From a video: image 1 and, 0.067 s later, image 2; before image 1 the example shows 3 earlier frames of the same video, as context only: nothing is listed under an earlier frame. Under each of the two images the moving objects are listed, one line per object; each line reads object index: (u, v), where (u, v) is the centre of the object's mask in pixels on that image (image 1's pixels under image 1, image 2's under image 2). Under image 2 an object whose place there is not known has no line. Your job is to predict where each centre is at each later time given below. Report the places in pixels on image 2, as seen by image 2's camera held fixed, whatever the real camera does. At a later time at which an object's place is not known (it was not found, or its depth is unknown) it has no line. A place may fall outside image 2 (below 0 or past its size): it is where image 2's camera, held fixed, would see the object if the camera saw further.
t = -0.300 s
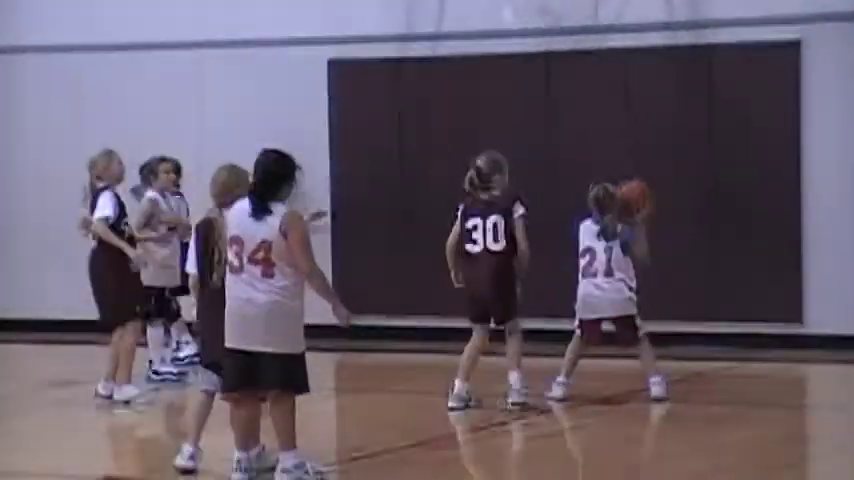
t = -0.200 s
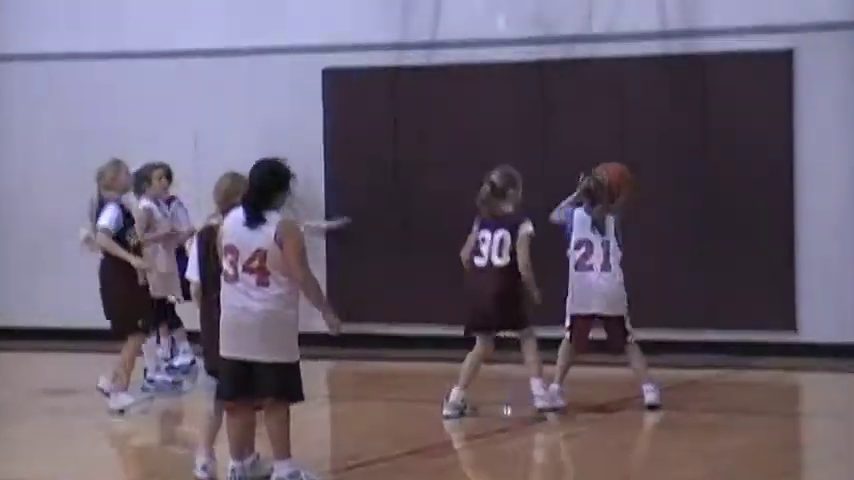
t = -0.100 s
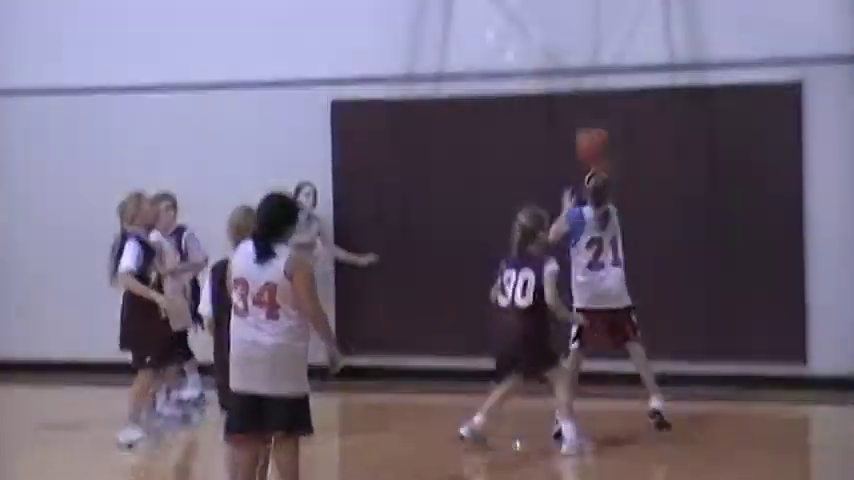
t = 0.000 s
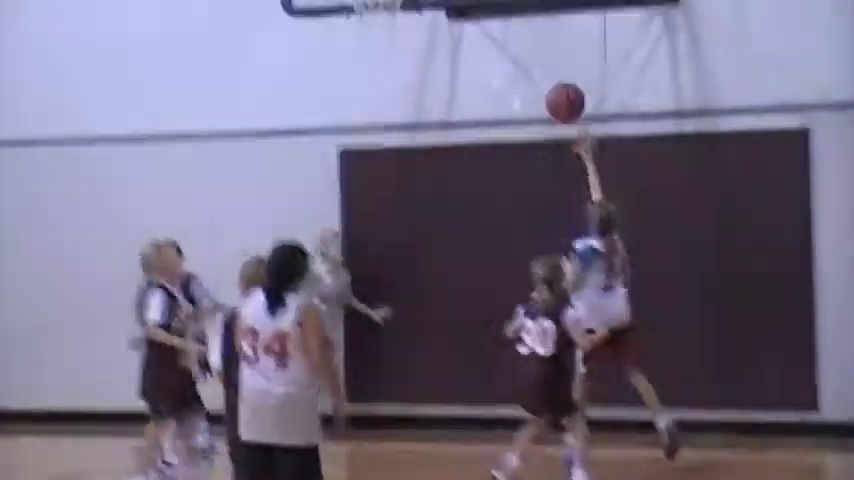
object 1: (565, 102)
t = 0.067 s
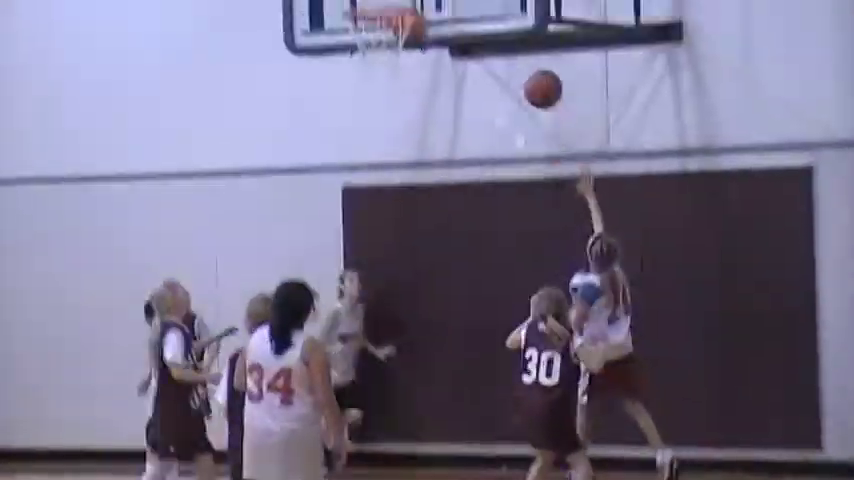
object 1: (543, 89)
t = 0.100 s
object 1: (530, 66)
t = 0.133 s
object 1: (519, 46)
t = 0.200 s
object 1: (494, 9)
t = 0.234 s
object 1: (483, -4)
